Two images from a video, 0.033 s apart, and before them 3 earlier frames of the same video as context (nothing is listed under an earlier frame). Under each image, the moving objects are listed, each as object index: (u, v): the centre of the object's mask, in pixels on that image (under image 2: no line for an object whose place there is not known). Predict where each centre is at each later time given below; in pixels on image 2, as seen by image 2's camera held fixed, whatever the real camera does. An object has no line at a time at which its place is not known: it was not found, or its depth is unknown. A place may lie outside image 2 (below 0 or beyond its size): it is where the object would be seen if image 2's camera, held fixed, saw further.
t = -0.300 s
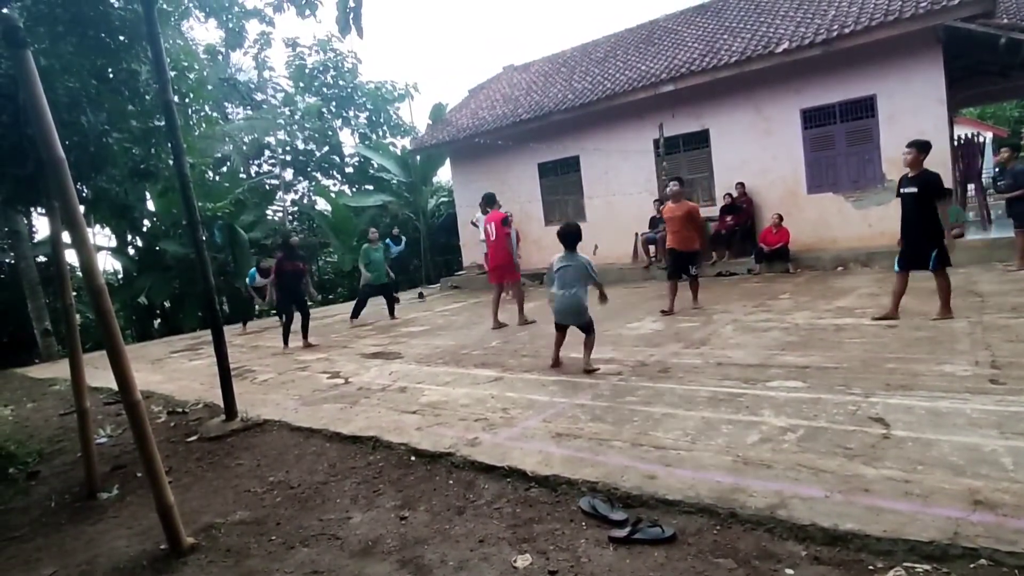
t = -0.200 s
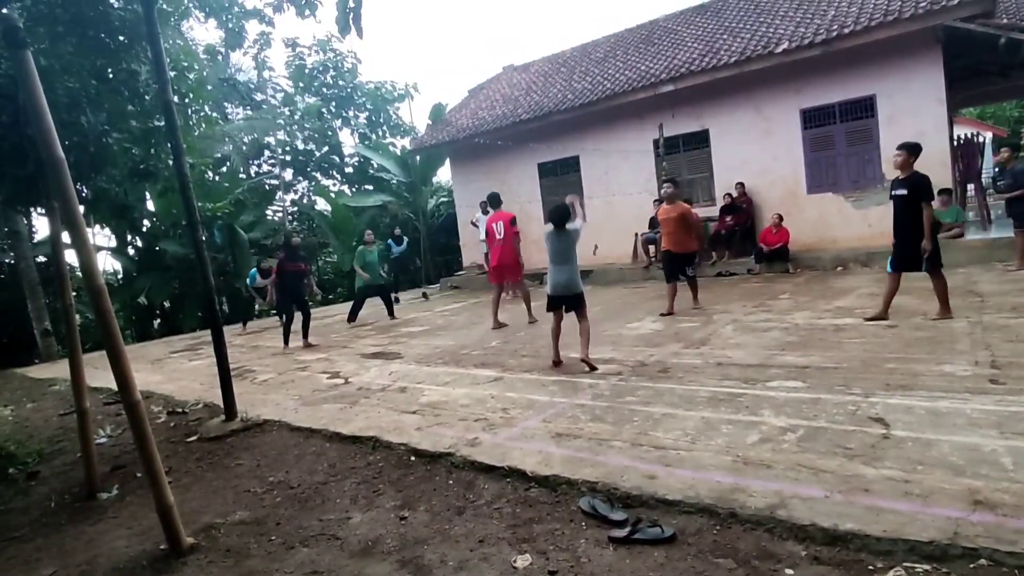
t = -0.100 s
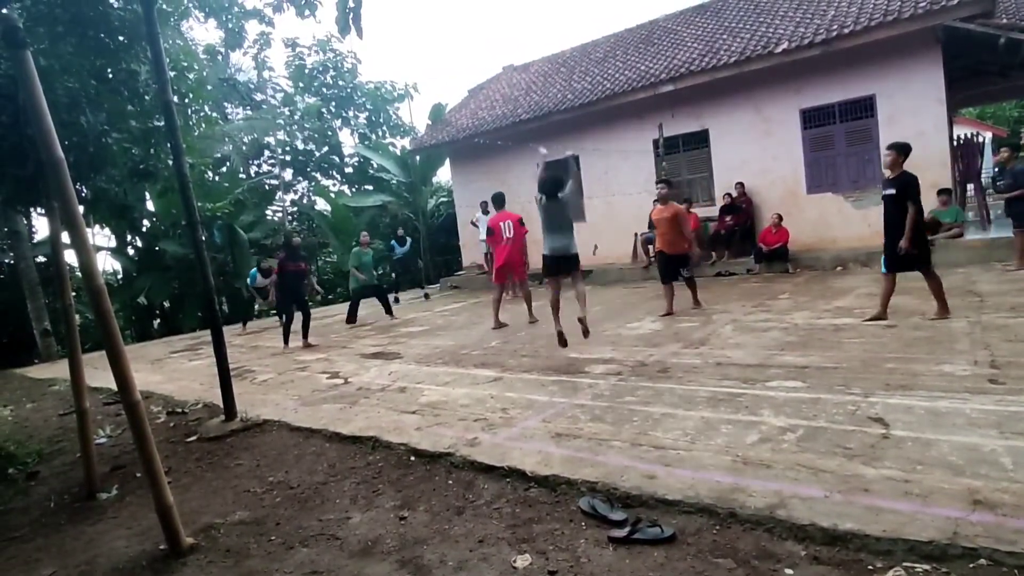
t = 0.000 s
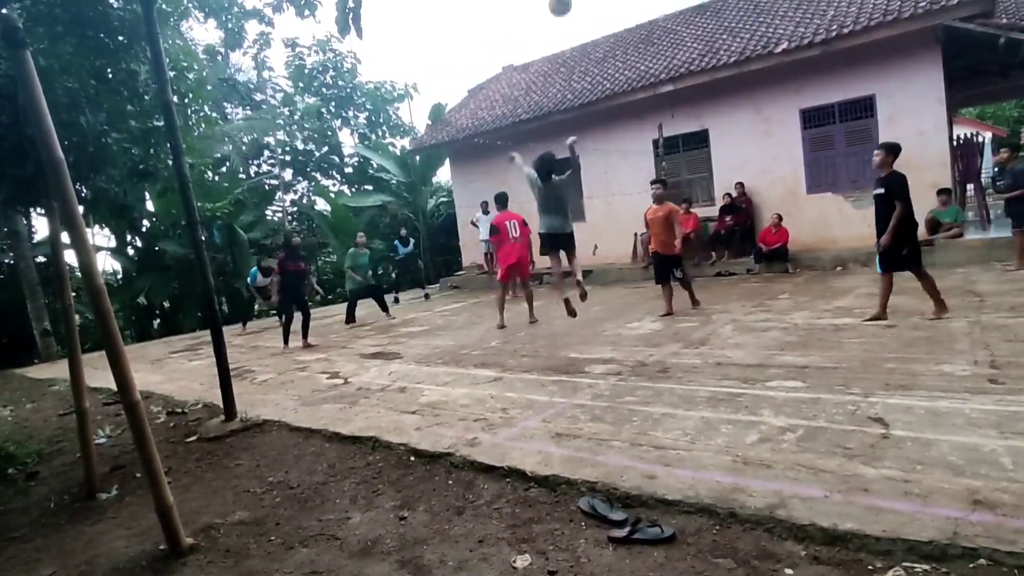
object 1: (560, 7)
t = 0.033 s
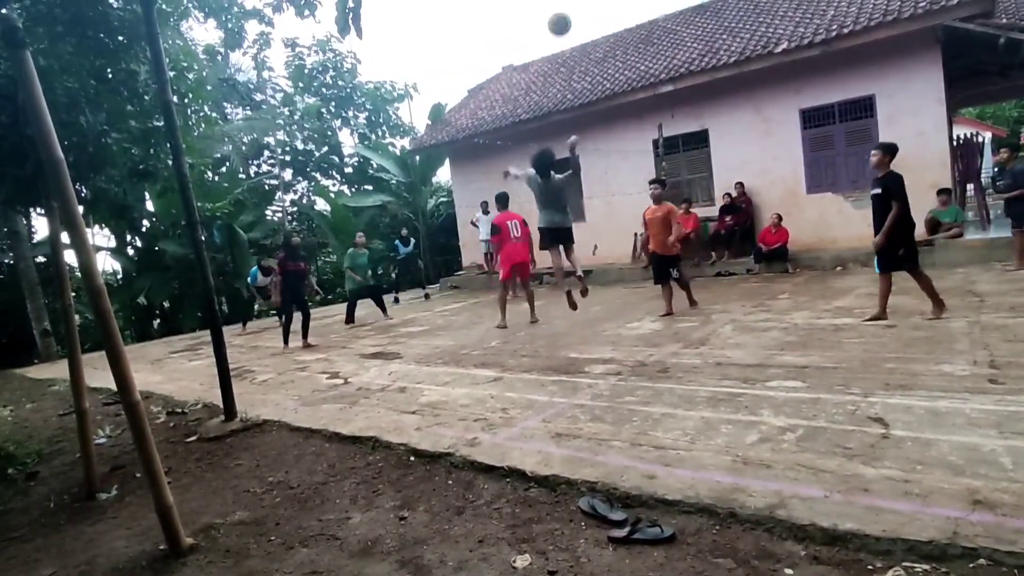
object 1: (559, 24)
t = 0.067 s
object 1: (559, 46)
